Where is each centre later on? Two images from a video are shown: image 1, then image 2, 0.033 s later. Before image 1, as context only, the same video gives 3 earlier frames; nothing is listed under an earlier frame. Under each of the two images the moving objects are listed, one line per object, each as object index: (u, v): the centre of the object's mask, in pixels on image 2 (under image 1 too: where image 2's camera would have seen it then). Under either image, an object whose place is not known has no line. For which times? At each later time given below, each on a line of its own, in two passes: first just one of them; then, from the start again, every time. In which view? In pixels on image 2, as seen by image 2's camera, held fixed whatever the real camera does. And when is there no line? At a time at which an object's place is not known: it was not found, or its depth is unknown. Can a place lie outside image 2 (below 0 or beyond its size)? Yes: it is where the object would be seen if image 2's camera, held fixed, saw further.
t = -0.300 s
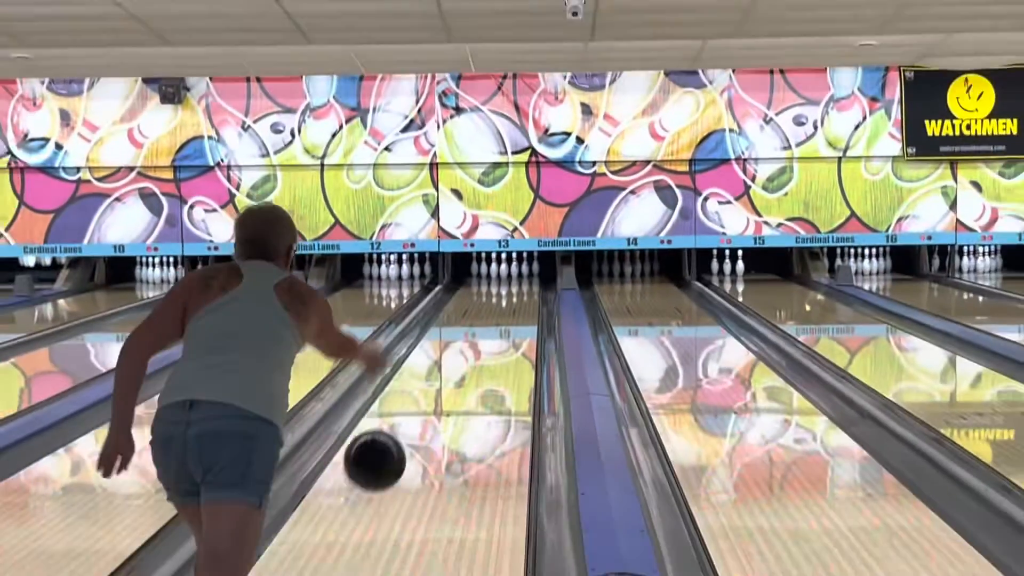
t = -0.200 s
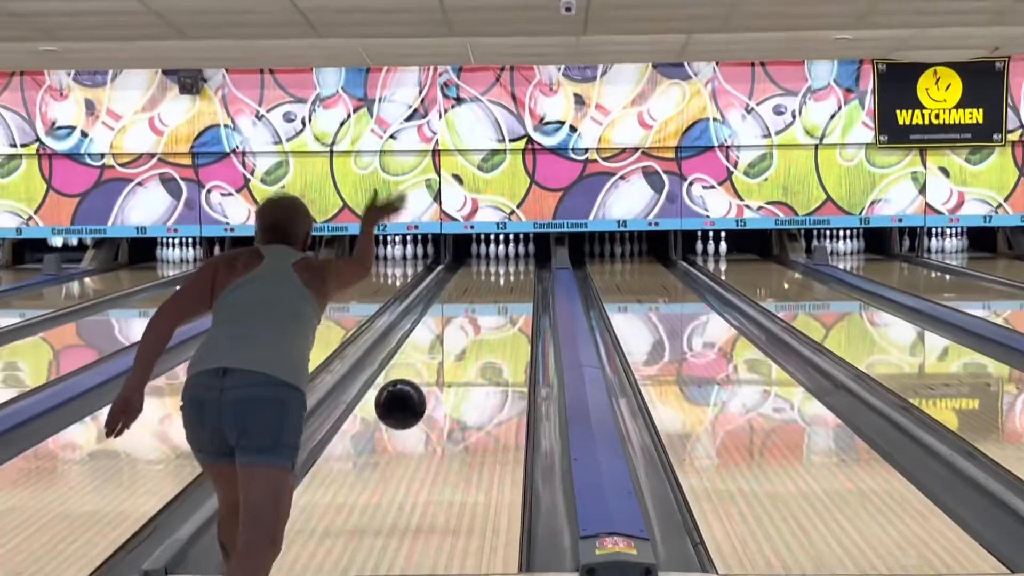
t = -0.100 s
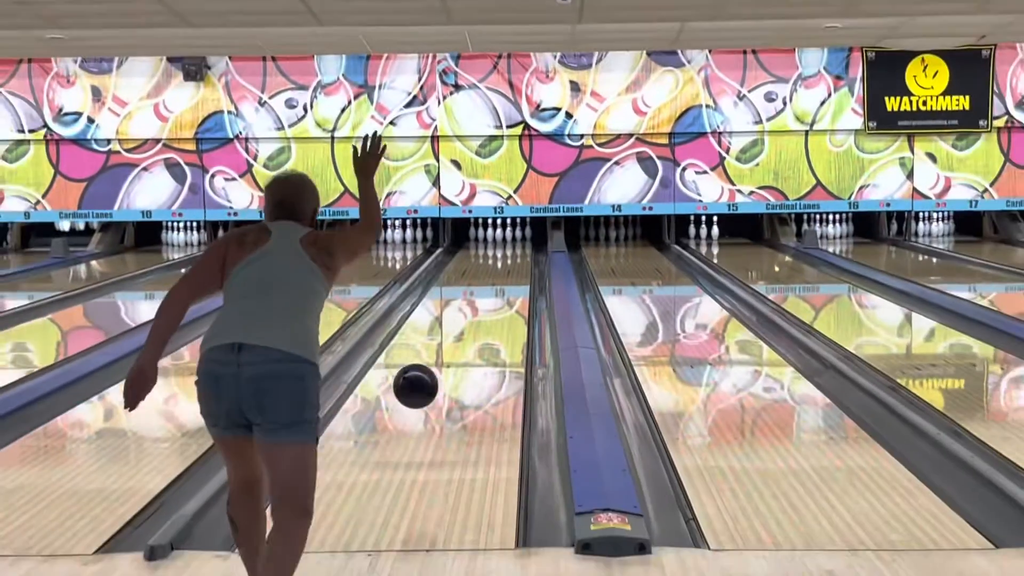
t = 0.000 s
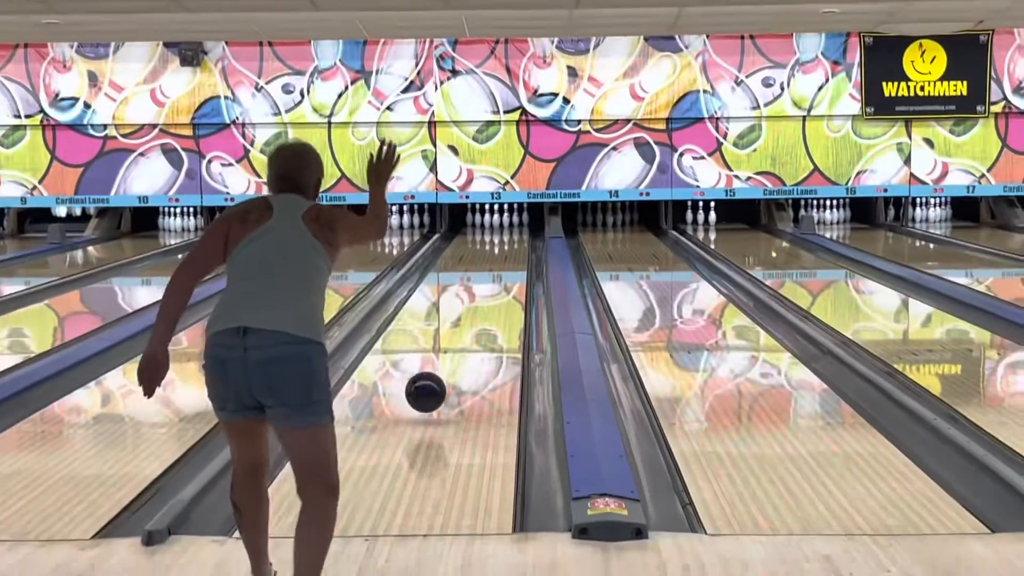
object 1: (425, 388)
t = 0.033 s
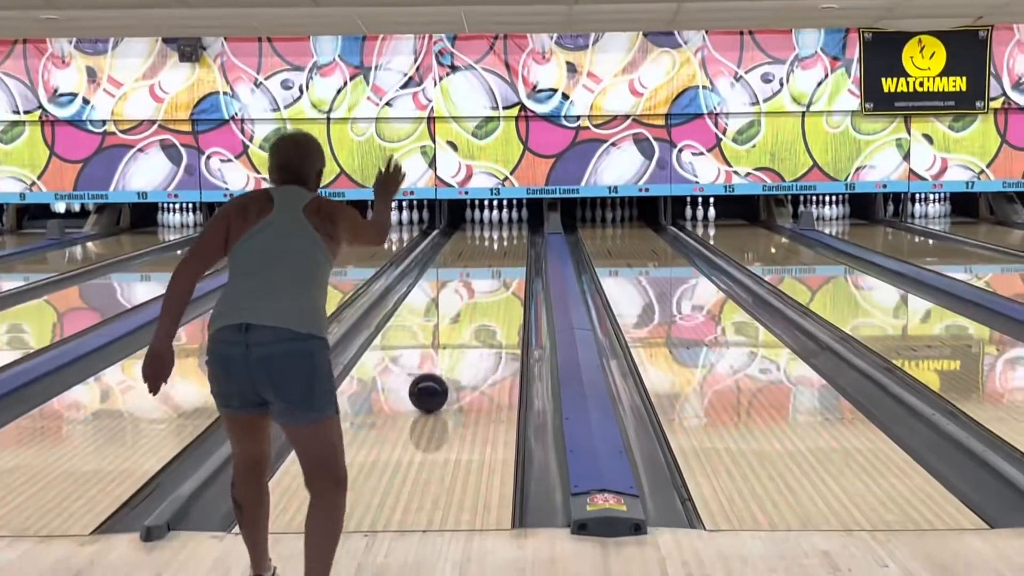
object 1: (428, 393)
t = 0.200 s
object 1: (443, 357)
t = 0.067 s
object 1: (432, 384)
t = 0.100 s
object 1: (435, 378)
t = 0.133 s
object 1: (438, 370)
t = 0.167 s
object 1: (440, 364)
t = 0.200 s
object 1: (443, 357)
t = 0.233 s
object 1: (445, 351)
